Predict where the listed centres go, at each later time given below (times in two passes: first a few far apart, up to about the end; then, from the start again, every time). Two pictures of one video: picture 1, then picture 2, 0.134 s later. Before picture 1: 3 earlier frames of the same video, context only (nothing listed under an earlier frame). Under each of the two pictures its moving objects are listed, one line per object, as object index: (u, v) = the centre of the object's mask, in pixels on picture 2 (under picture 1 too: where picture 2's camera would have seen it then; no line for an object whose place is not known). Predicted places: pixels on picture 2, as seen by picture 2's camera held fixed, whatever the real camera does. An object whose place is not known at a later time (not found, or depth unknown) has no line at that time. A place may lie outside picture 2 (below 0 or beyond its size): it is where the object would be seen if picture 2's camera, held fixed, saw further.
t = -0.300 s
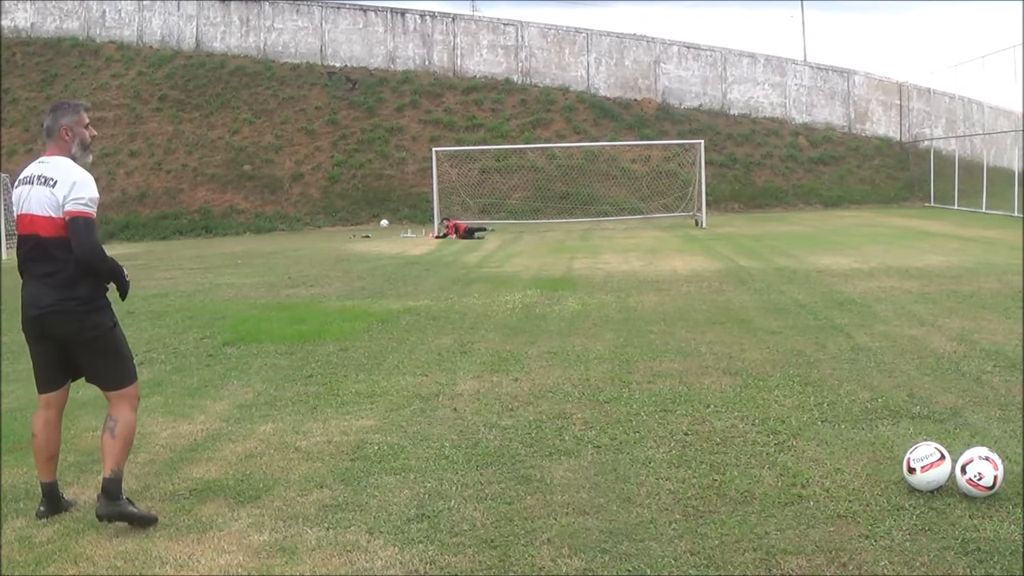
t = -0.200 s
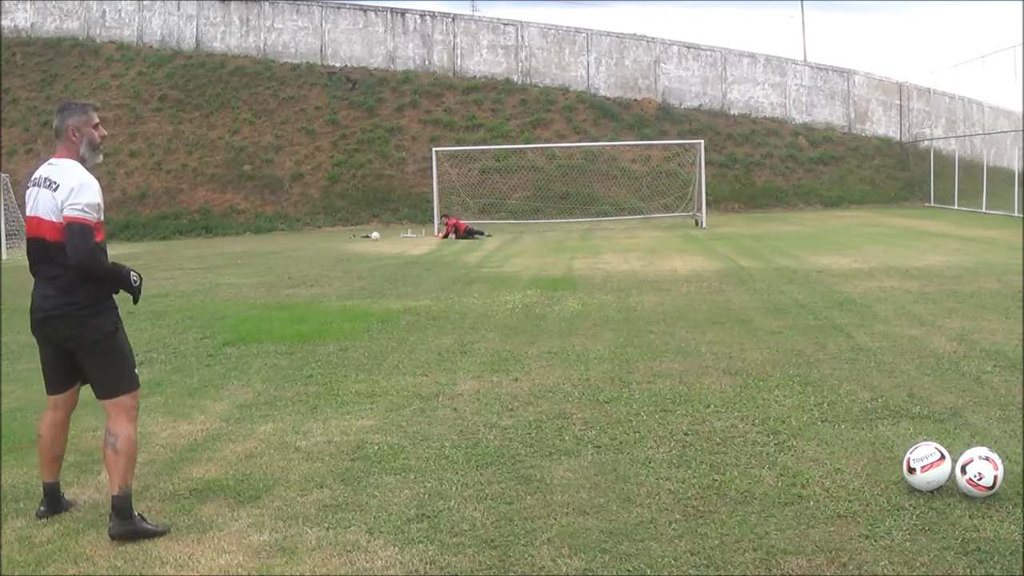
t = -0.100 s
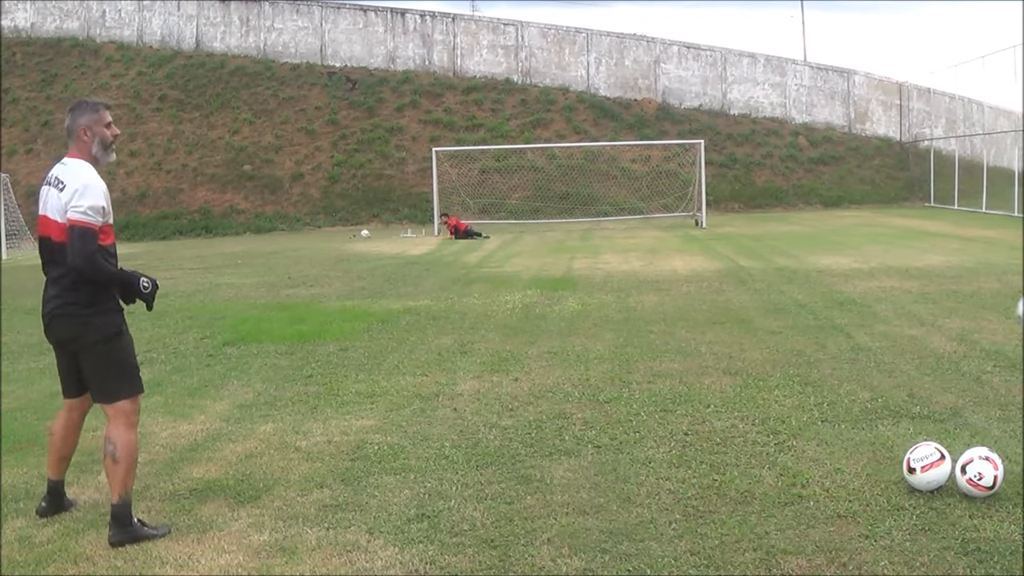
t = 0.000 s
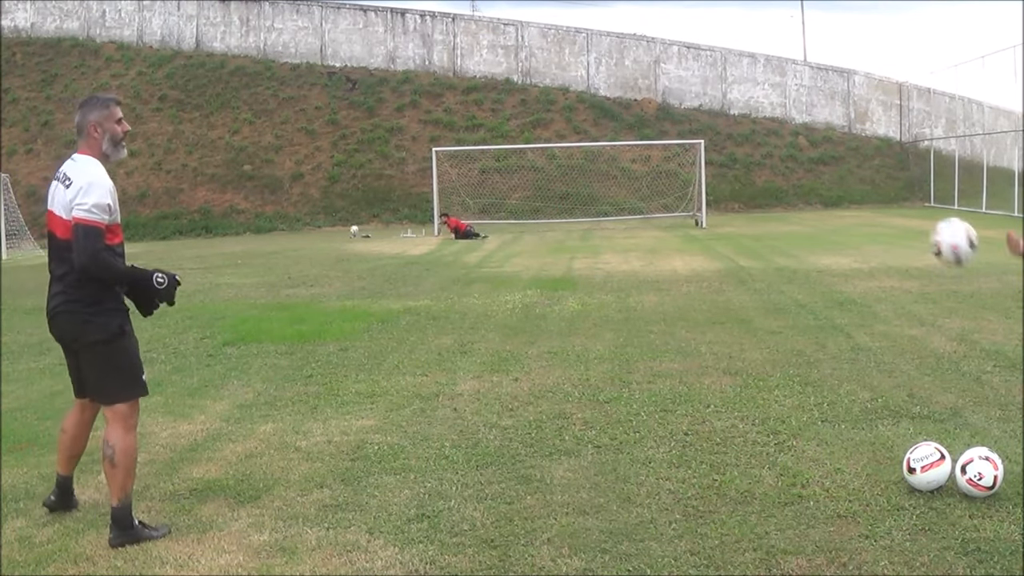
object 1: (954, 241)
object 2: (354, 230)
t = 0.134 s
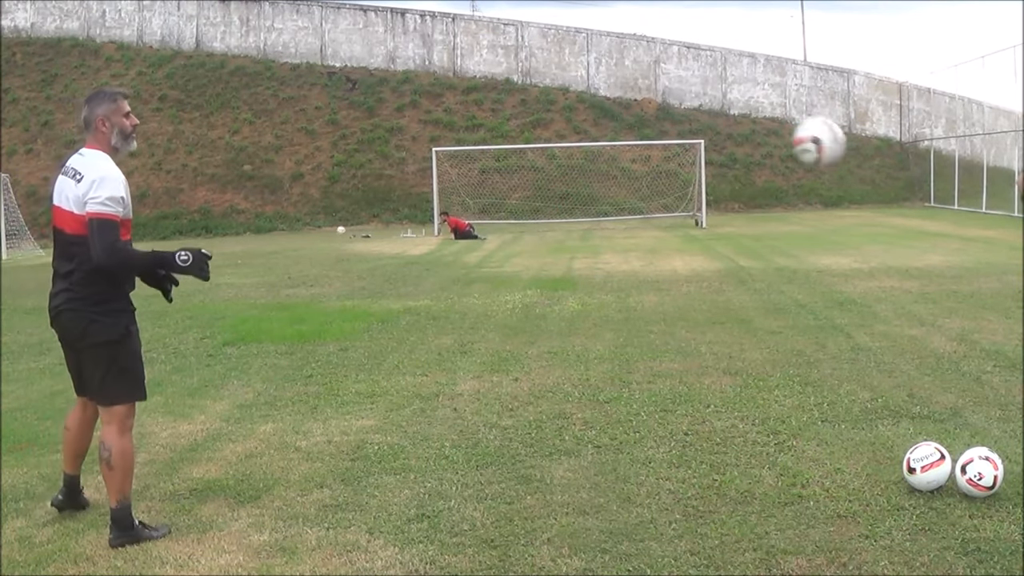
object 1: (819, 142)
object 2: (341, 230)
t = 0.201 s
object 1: (743, 103)
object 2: (334, 232)
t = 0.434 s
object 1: (458, 52)
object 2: (312, 238)
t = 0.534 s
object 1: (334, 72)
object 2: (303, 239)
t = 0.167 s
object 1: (782, 121)
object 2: (338, 231)
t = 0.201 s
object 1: (743, 103)
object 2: (334, 232)
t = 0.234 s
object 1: (706, 88)
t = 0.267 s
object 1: (665, 76)
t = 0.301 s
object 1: (625, 65)
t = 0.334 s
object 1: (583, 57)
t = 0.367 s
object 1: (542, 53)
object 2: (318, 238)
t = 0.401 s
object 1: (499, 51)
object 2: (315, 238)
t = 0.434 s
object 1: (458, 52)
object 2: (312, 238)
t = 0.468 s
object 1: (418, 55)
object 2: (309, 238)
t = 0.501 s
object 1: (374, 62)
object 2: (306, 238)
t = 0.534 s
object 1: (334, 72)
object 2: (303, 239)
